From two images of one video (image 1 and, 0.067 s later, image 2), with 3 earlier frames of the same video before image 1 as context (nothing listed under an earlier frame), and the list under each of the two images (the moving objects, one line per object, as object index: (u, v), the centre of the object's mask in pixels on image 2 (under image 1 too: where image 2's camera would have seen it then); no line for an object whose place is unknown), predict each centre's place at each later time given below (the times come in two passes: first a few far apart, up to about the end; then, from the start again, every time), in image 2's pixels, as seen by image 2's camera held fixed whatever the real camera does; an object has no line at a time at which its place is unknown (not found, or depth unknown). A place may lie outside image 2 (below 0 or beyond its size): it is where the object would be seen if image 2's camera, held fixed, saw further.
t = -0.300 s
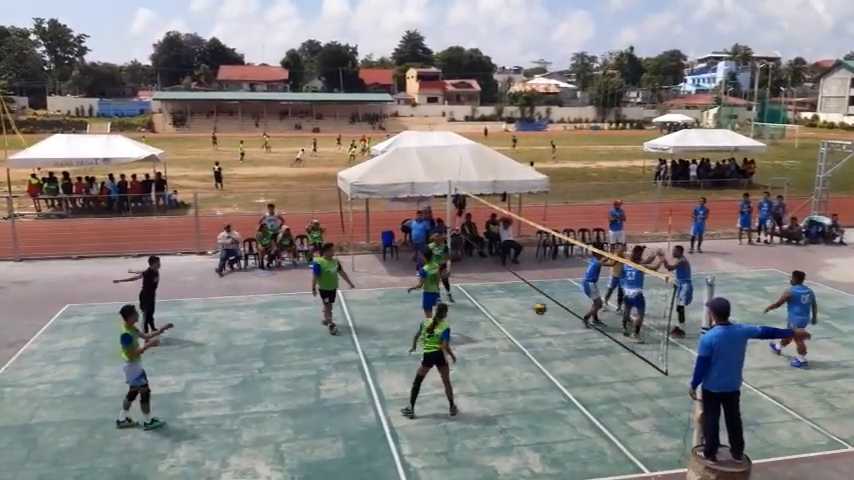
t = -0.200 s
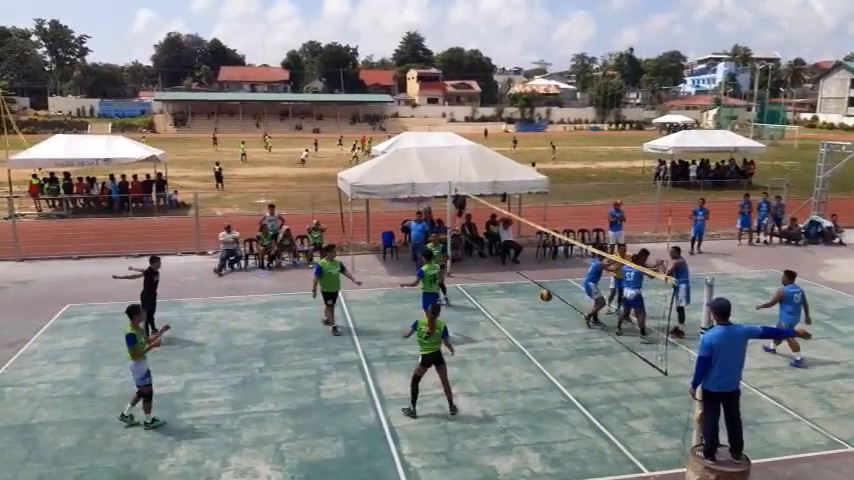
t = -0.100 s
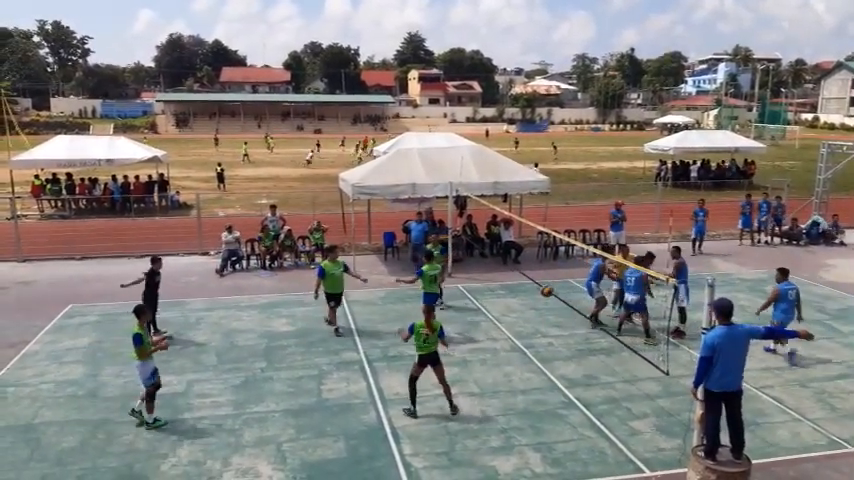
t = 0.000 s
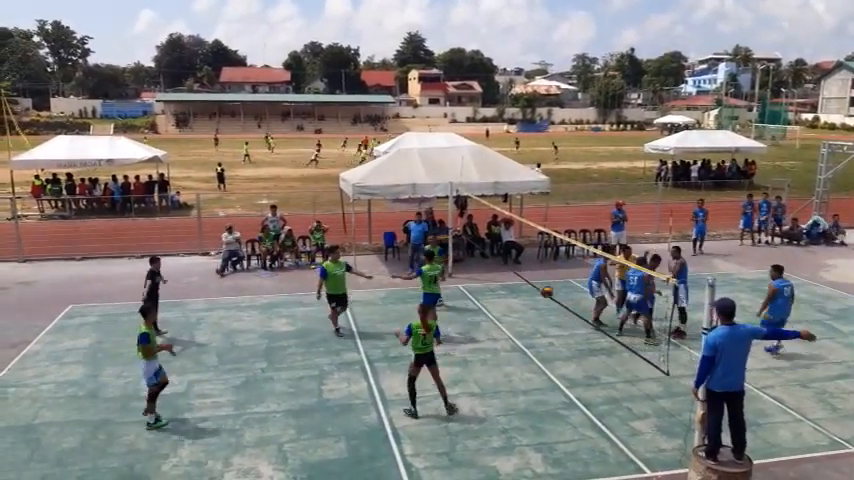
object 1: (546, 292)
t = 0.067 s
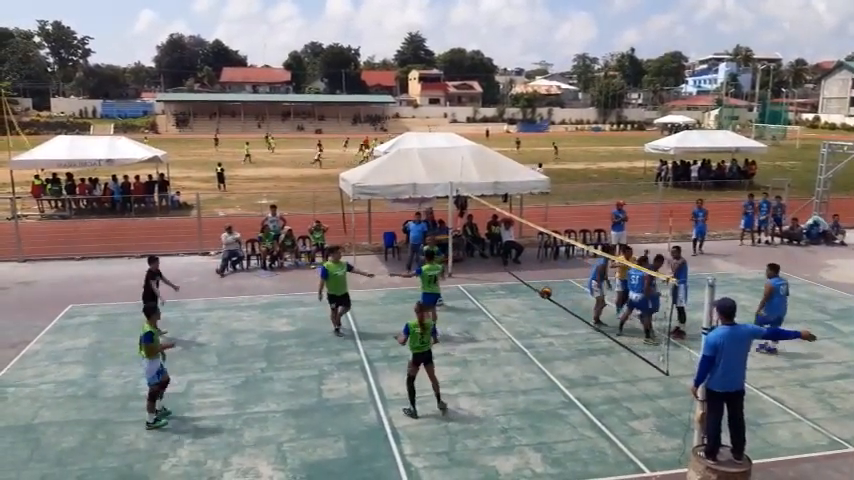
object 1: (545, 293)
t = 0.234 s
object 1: (541, 295)
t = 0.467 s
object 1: (534, 321)
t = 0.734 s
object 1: (525, 356)
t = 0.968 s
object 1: (522, 324)
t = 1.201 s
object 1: (517, 321)
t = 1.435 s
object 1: (511, 350)
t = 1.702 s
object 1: (506, 355)
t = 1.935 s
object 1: (503, 341)
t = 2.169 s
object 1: (500, 358)
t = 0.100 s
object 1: (544, 293)
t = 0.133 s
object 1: (544, 293)
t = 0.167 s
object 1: (543, 293)
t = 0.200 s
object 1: (542, 294)
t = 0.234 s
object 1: (541, 295)
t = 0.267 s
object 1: (540, 298)
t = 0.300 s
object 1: (539, 300)
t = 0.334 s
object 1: (538, 303)
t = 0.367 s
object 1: (537, 307)
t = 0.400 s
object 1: (536, 311)
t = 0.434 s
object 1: (535, 315)
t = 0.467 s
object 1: (534, 321)
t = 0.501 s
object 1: (532, 327)
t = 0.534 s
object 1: (531, 334)
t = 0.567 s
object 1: (530, 341)
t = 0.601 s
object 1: (529, 349)
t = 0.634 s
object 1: (528, 358)
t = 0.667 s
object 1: (527, 367)
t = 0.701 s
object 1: (526, 362)
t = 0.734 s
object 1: (525, 356)
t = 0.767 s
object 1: (525, 350)
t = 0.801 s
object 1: (525, 343)
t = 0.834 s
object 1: (524, 338)
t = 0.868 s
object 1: (523, 334)
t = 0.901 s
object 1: (523, 329)
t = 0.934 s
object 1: (523, 326)
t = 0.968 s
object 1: (522, 324)
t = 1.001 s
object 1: (521, 322)
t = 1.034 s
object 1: (520, 321)
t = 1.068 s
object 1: (520, 319)
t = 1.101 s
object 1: (519, 319)
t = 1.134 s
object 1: (518, 319)
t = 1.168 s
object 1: (518, 320)
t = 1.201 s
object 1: (517, 321)
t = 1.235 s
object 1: (516, 323)
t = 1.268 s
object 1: (515, 326)
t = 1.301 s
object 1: (514, 330)
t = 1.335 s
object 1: (514, 334)
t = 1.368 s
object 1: (512, 338)
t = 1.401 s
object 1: (512, 344)
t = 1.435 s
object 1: (511, 350)
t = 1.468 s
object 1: (510, 357)
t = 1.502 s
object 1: (509, 364)
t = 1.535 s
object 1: (508, 371)
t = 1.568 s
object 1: (507, 377)
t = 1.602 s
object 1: (507, 370)
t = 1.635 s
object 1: (507, 365)
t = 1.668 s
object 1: (506, 359)
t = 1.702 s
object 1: (506, 355)
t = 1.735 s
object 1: (505, 351)
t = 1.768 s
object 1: (505, 348)
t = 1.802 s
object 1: (505, 345)
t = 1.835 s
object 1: (505, 343)
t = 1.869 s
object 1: (504, 342)
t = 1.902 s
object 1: (504, 341)
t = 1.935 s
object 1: (503, 341)
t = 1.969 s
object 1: (503, 341)
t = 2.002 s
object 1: (502, 343)
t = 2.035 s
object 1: (502, 345)
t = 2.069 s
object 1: (502, 348)
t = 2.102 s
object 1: (501, 351)
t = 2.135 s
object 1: (501, 353)
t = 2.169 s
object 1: (500, 358)
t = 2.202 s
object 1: (499, 363)
